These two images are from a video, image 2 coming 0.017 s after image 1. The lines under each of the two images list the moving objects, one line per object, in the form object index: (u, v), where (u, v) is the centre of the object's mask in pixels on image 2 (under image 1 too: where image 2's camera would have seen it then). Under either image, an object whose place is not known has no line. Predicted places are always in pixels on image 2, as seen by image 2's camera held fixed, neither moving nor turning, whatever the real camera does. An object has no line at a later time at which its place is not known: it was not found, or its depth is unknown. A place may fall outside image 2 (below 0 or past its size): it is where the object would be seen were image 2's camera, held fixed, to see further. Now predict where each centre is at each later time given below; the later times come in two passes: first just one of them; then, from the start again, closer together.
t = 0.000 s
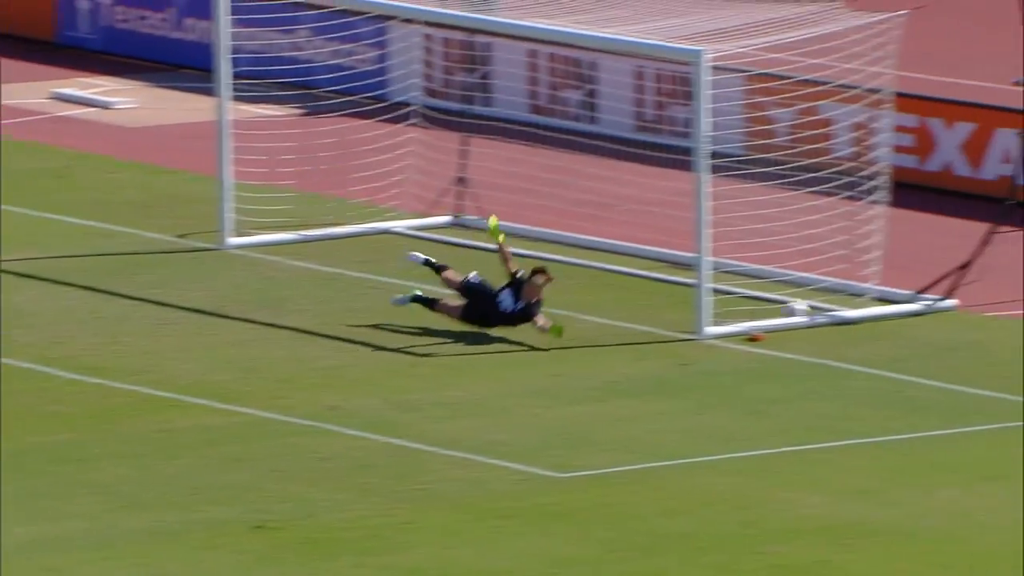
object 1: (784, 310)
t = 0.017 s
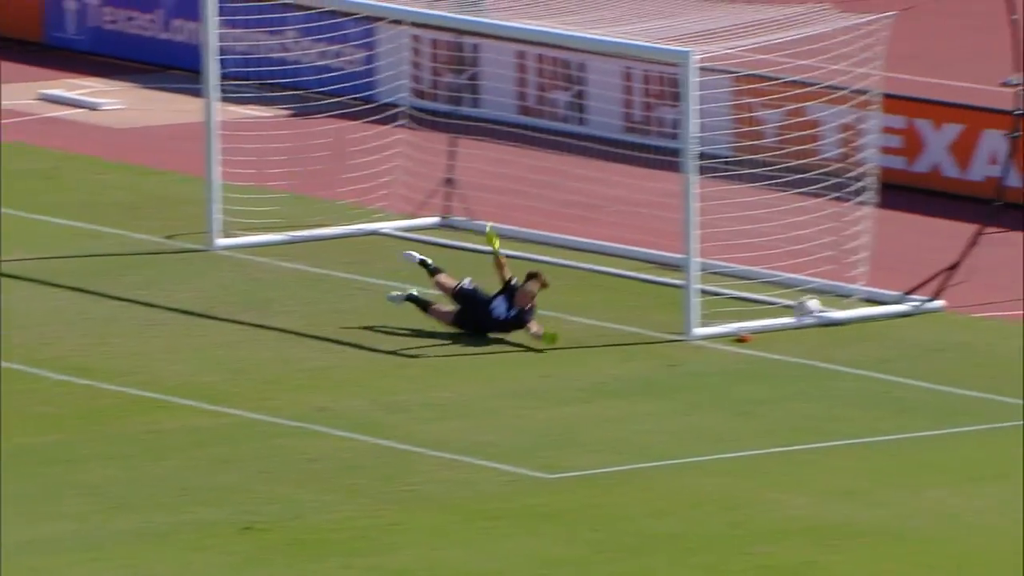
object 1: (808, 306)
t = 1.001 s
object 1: (761, 111)
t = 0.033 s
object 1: (830, 301)
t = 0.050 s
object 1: (853, 297)
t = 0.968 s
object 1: (762, 100)
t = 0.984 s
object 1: (762, 109)
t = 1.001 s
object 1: (761, 111)
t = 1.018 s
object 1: (763, 117)
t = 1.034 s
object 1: (761, 124)
